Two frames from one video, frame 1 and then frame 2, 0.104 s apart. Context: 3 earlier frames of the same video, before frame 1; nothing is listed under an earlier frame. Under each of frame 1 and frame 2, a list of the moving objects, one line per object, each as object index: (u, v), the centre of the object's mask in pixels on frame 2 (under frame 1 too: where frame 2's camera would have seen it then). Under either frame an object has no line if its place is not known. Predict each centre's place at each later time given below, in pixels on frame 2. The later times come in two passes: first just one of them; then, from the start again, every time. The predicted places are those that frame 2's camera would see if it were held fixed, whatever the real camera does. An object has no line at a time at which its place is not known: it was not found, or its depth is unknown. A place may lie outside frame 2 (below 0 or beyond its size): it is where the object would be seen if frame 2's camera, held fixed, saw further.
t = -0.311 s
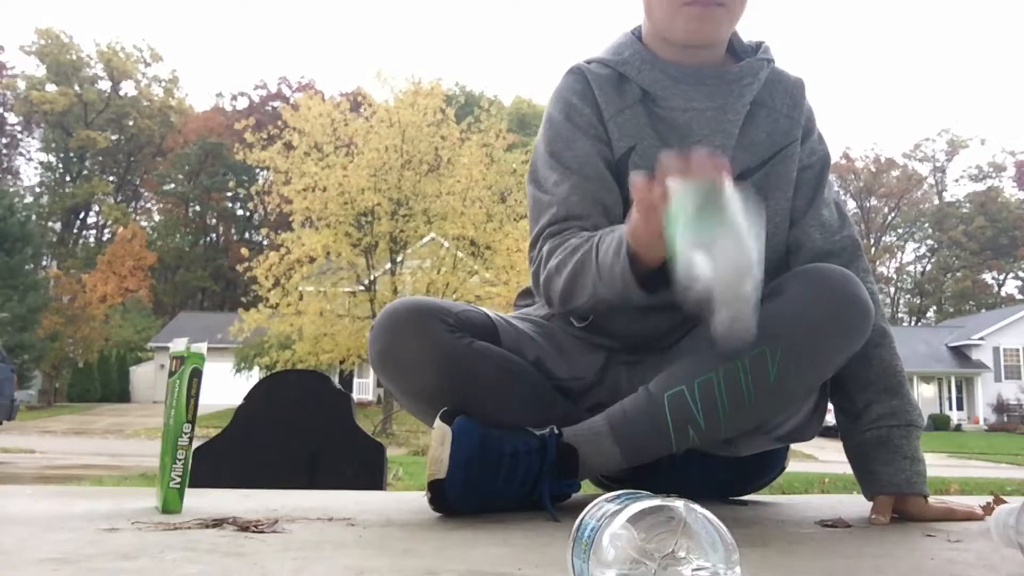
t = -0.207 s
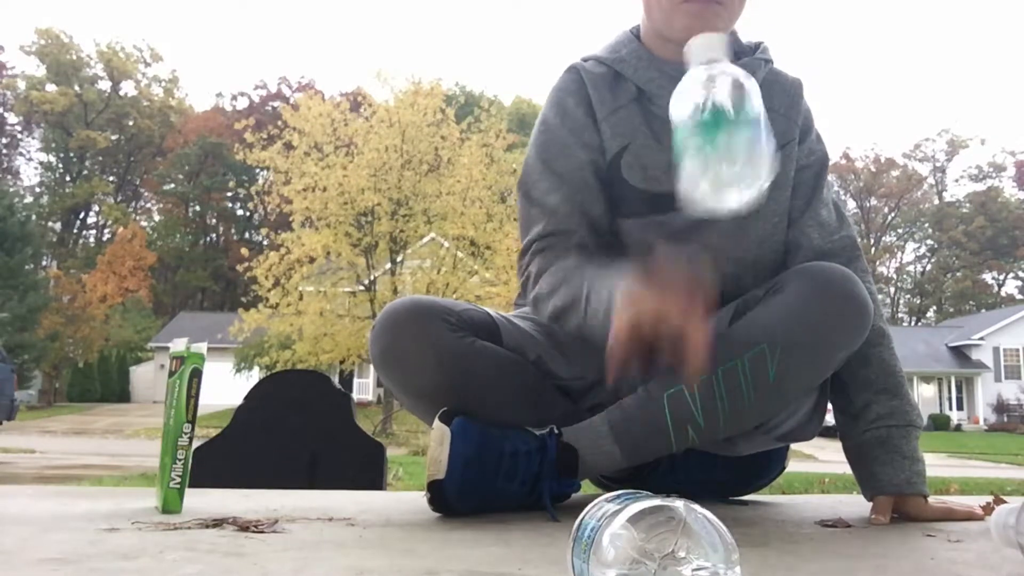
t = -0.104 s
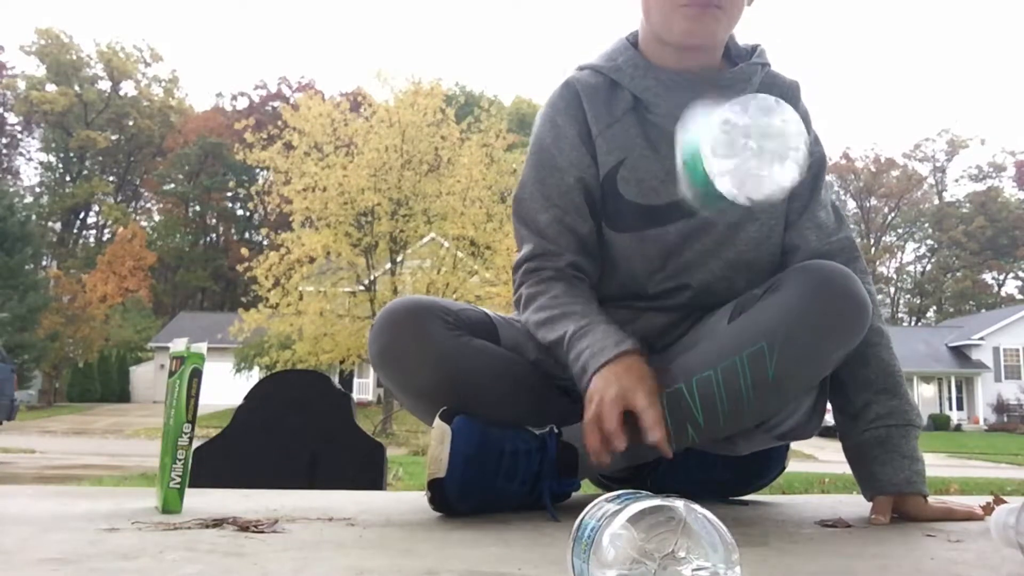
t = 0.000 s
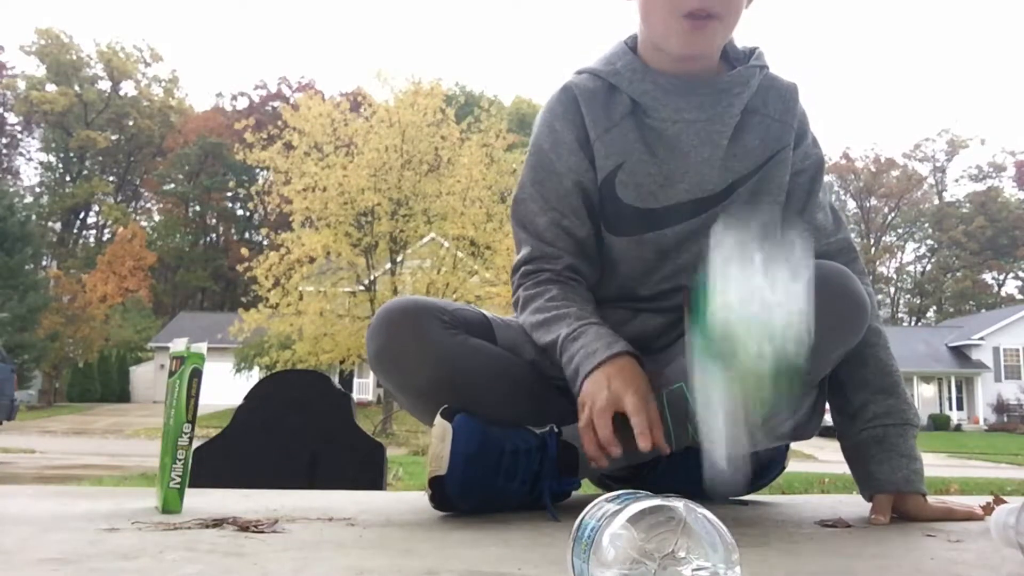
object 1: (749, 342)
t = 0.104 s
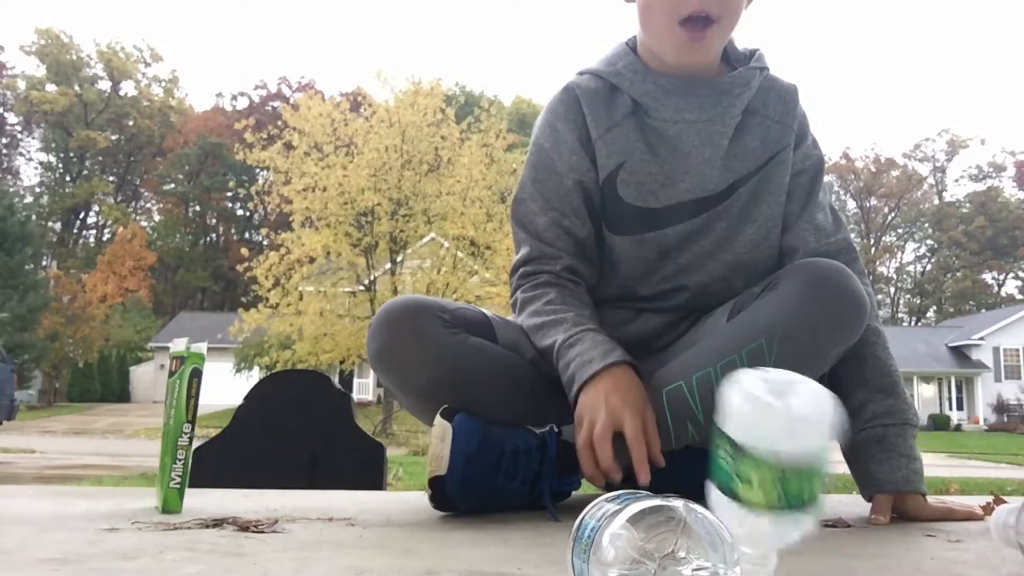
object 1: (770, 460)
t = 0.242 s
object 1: (841, 533)
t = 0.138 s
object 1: (789, 470)
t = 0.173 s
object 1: (815, 501)
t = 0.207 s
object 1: (827, 529)
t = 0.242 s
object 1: (841, 533)
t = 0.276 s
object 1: (849, 534)
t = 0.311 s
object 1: (855, 536)
